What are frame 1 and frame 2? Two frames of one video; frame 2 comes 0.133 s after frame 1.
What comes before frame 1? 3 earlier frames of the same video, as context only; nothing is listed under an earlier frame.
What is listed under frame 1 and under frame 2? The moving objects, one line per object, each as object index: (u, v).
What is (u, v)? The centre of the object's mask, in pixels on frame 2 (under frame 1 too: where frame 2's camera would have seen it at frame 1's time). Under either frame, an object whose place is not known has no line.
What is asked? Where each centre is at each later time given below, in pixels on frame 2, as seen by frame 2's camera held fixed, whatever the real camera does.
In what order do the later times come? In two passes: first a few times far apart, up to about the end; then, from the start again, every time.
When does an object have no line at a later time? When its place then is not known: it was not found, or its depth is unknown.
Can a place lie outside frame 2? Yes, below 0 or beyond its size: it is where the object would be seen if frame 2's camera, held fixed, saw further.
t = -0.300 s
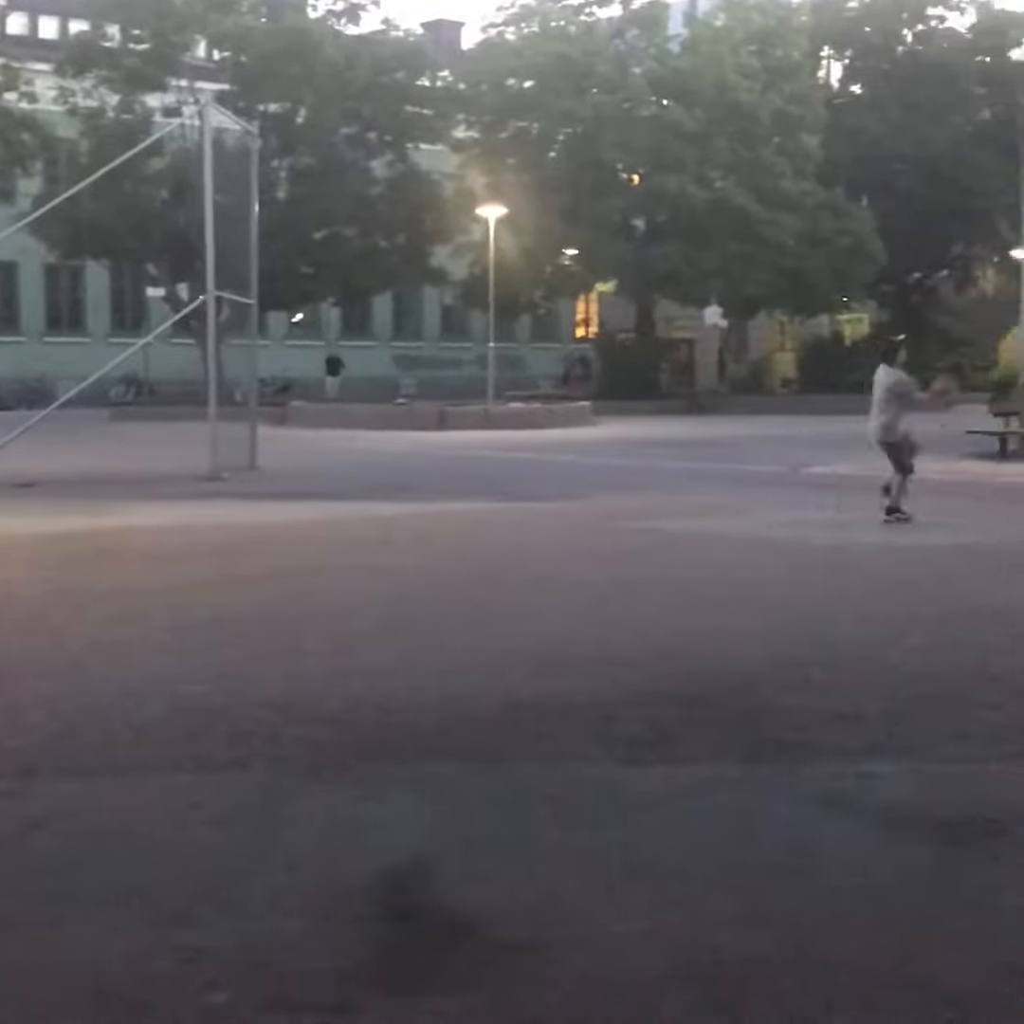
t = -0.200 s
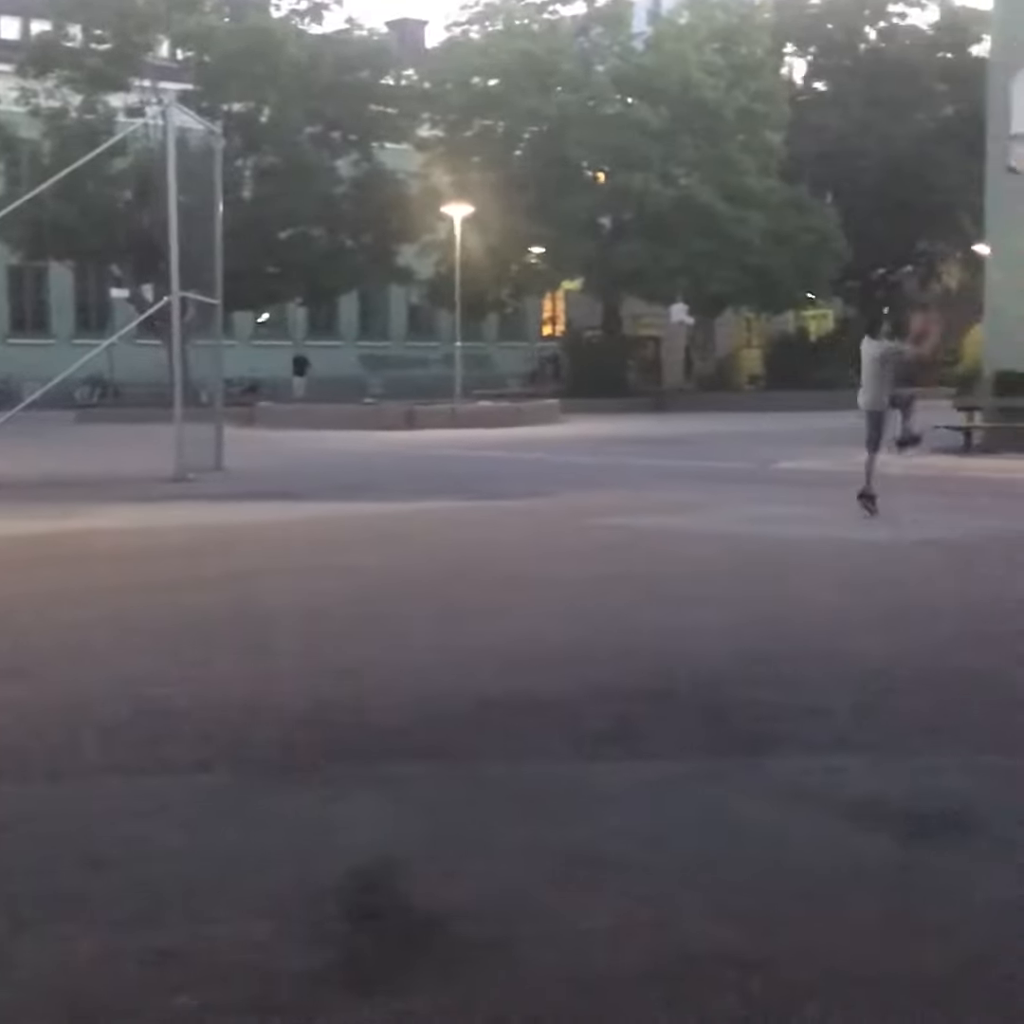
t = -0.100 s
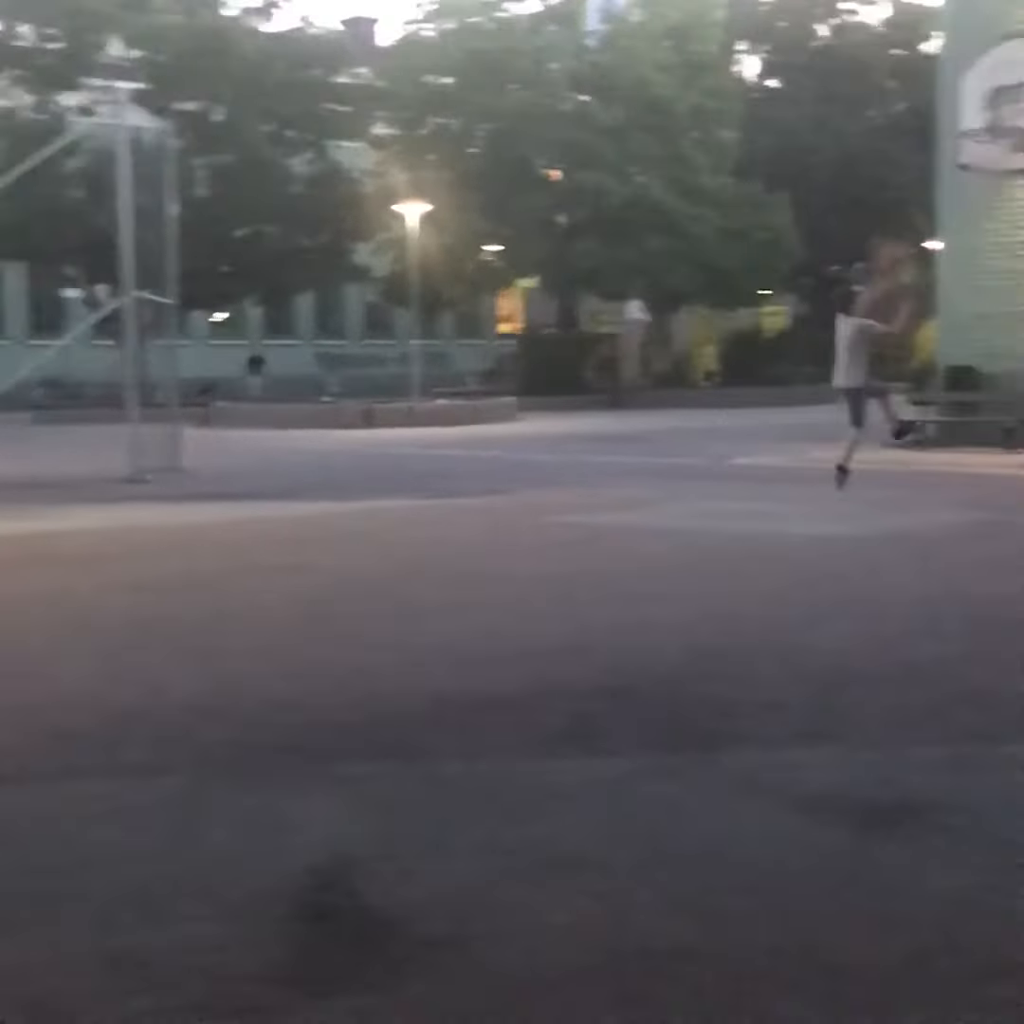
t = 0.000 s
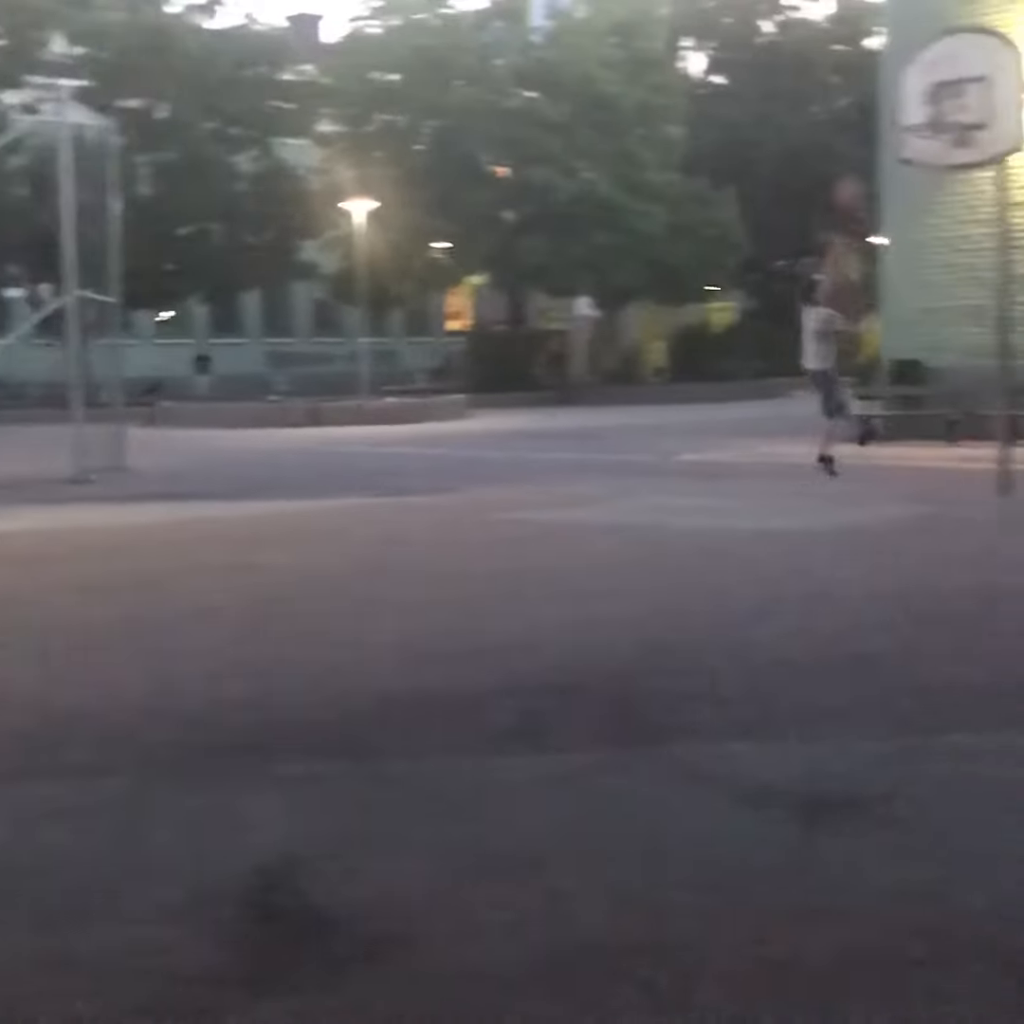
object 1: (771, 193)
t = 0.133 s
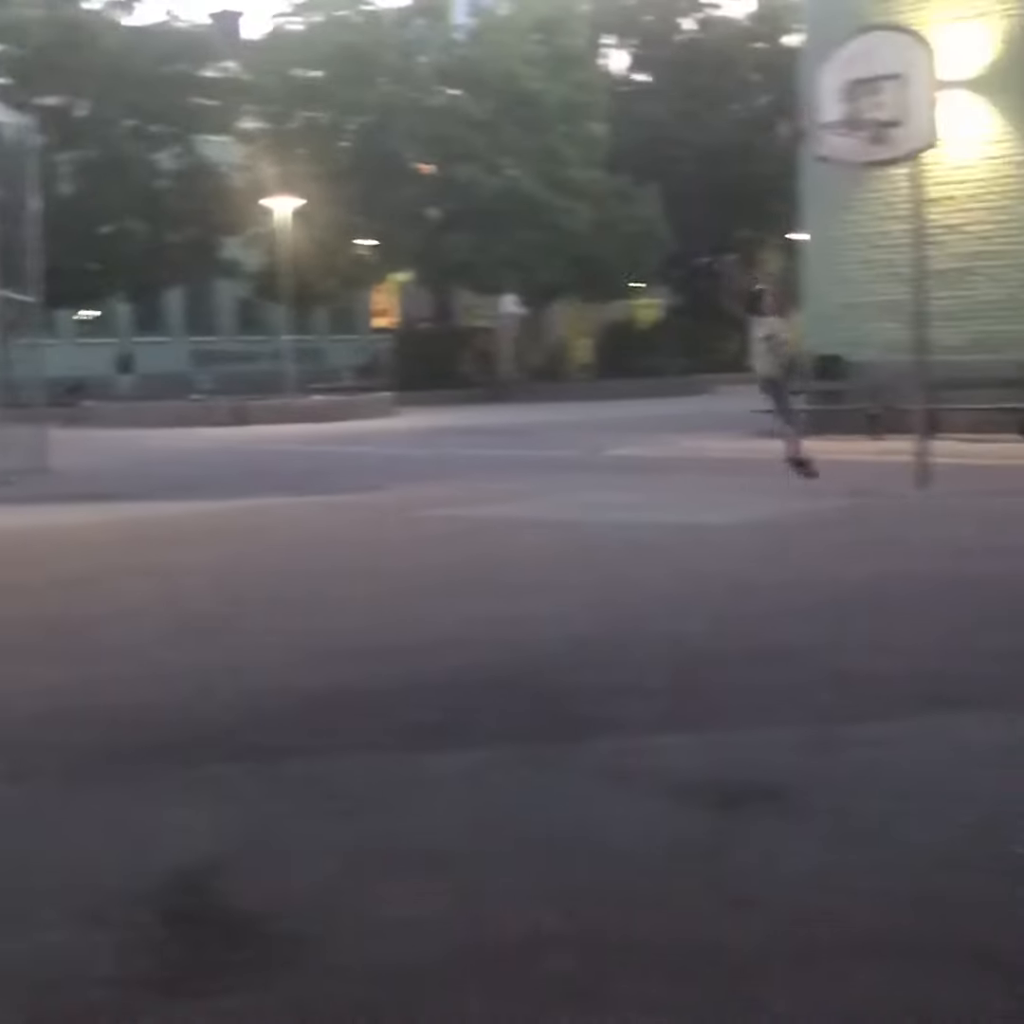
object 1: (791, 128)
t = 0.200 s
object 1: (800, 116)
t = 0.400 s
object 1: (828, 88)
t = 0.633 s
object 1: (854, 118)
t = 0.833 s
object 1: (837, 145)
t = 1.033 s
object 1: (848, 158)
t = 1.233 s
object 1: (849, 188)
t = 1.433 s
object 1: (846, 260)
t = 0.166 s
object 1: (796, 121)
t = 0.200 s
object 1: (800, 116)
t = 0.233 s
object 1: (805, 107)
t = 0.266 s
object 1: (810, 100)
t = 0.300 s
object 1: (814, 95)
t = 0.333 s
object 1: (818, 91)
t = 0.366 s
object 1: (824, 88)
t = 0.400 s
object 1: (828, 88)
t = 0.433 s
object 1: (833, 89)
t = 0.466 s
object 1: (838, 92)
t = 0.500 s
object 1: (843, 98)
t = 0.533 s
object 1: (848, 101)
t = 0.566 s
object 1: (853, 113)
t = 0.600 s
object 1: (856, 117)
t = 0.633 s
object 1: (854, 118)
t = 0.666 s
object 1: (847, 119)
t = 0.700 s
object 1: (840, 122)
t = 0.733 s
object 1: (835, 126)
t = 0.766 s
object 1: (833, 130)
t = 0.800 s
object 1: (835, 135)
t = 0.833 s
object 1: (837, 145)
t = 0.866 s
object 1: (839, 151)
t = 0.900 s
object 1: (840, 151)
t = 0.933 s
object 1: (844, 152)
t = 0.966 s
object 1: (845, 154)
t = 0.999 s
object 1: (846, 155)
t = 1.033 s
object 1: (848, 158)
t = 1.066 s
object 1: (848, 157)
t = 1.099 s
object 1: (849, 161)
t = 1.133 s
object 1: (849, 167)
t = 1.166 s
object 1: (849, 173)
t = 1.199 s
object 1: (849, 181)
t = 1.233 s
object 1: (849, 188)
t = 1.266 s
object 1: (848, 195)
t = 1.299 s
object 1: (847, 204)
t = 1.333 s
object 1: (847, 216)
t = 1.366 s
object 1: (847, 230)
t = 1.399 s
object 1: (845, 245)
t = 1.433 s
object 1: (846, 260)
